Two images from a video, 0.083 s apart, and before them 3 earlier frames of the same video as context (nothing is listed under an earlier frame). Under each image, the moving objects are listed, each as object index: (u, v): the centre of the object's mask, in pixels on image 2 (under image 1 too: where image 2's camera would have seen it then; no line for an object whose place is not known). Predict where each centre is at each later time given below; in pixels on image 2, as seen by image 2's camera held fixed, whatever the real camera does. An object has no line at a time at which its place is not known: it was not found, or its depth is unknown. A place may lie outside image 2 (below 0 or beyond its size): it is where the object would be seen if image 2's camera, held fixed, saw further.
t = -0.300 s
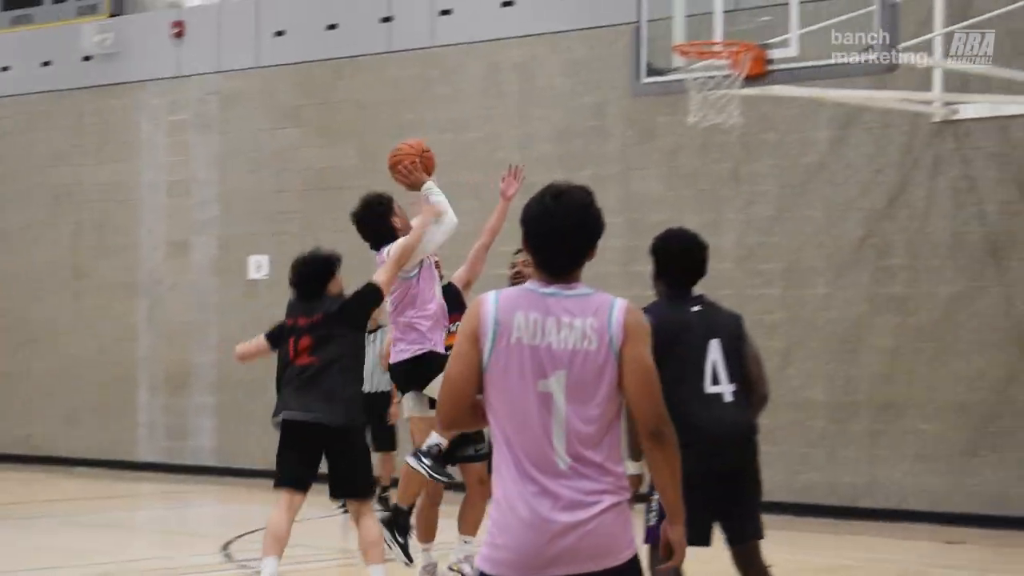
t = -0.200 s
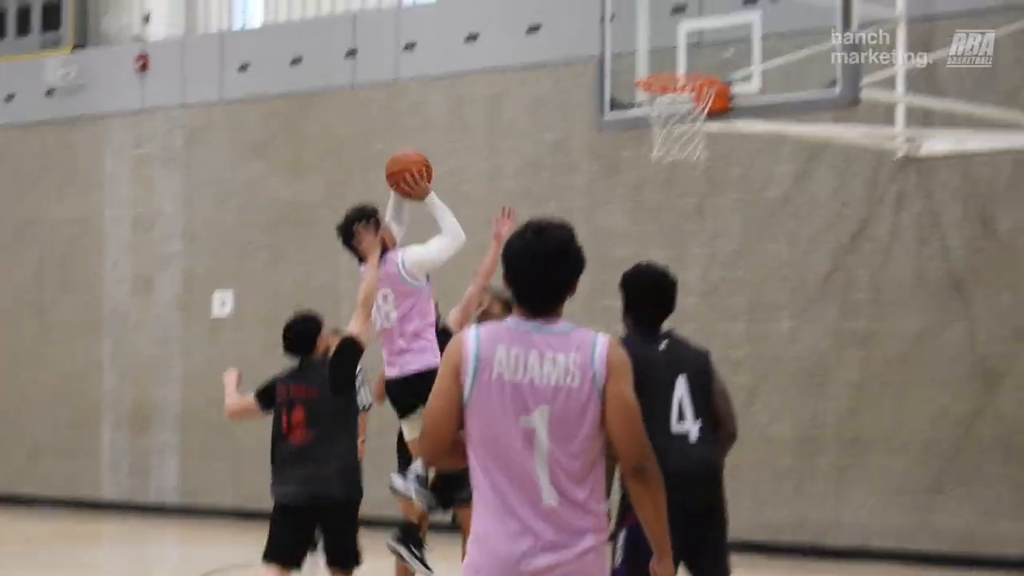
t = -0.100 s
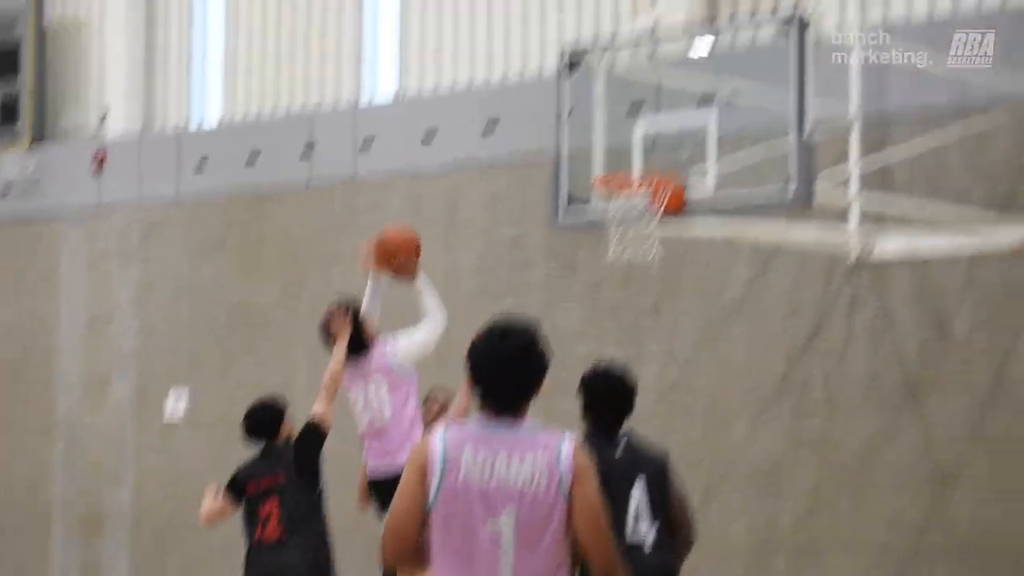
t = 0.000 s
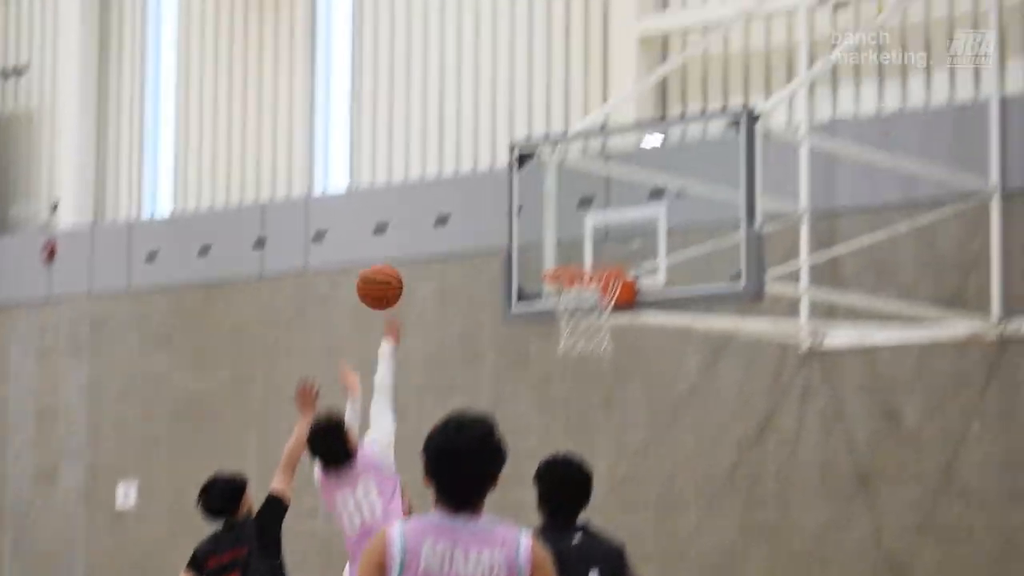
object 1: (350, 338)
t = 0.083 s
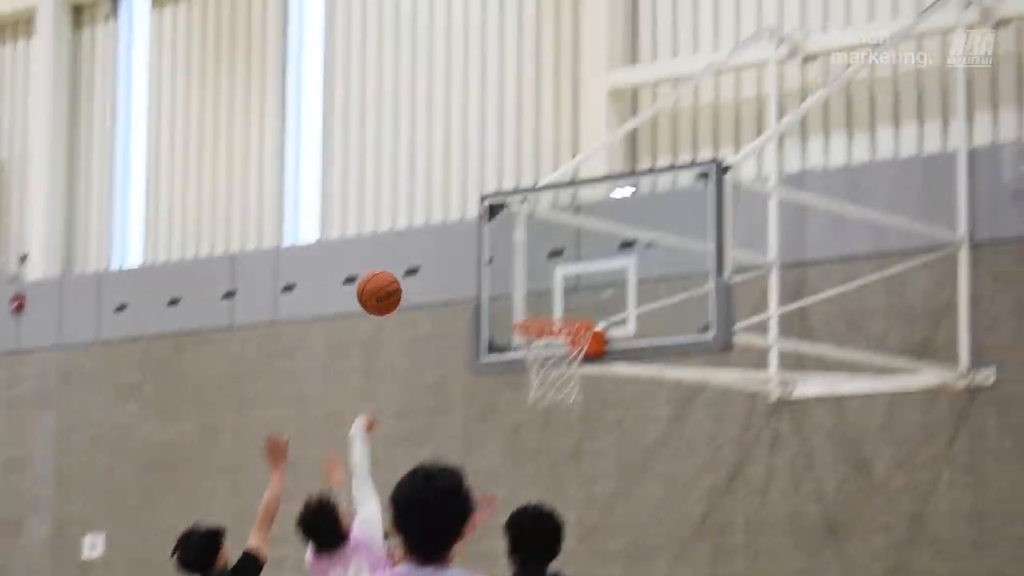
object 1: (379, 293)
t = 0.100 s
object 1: (385, 286)
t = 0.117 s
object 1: (391, 279)
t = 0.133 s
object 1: (396, 272)
